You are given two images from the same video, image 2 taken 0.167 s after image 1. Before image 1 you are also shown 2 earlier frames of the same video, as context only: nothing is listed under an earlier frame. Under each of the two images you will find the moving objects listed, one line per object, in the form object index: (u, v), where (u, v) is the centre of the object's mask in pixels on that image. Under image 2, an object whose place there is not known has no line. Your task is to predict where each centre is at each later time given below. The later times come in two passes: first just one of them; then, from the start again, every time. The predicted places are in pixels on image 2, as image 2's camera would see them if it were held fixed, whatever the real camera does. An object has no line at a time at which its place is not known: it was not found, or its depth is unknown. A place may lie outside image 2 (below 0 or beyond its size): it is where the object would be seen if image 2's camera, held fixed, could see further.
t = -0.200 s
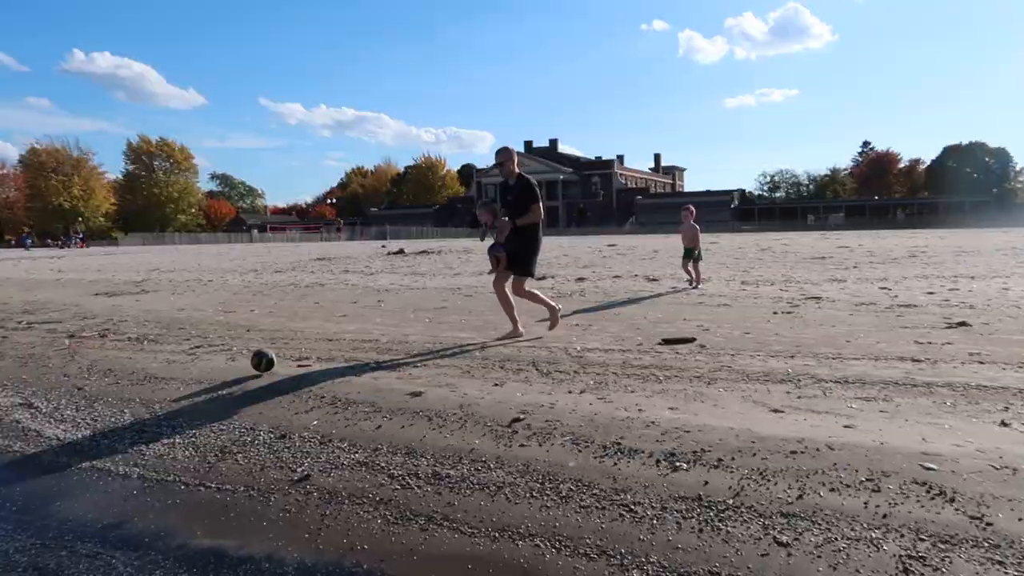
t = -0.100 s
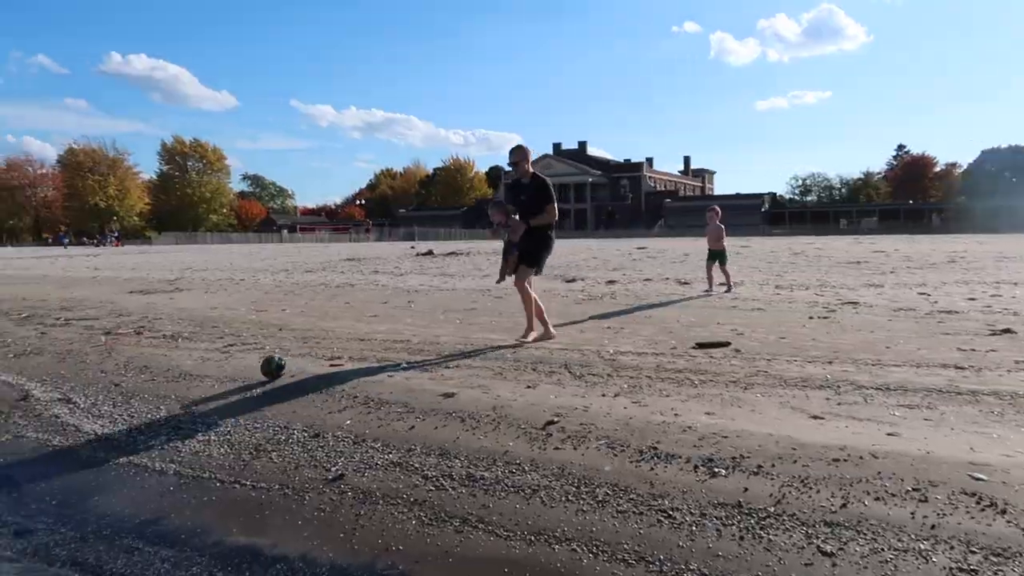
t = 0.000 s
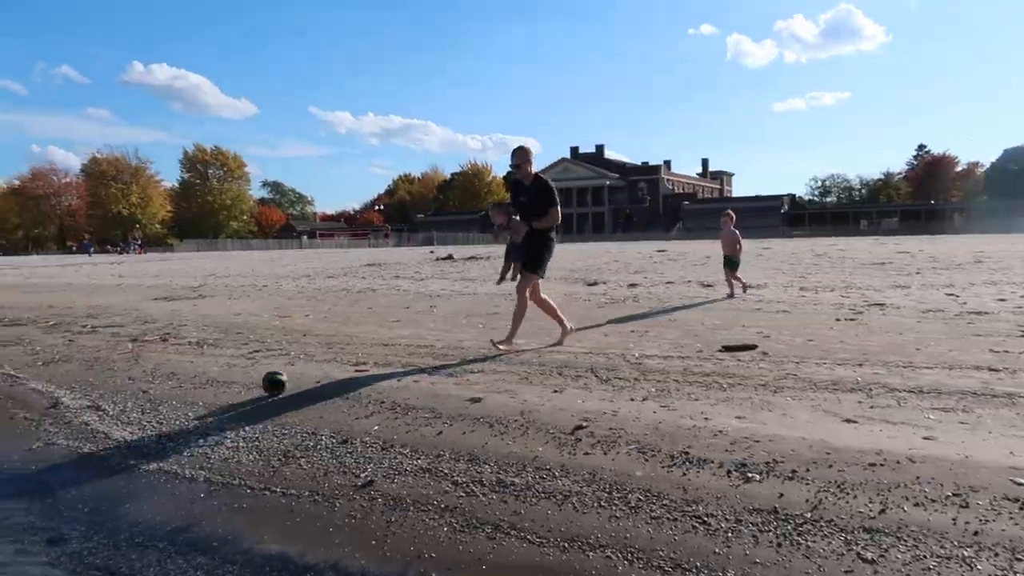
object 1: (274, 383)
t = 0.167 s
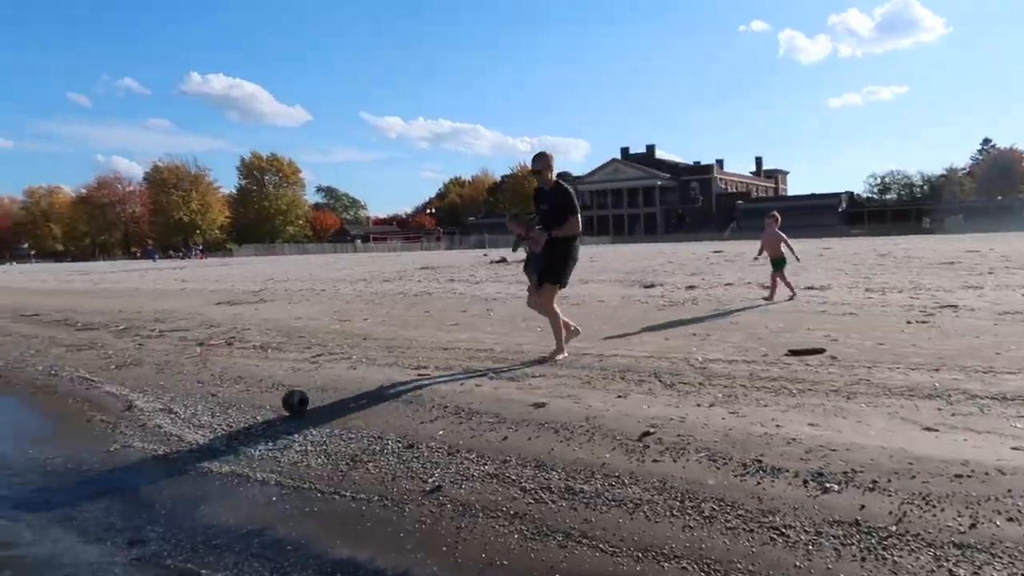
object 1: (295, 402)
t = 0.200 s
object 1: (286, 406)
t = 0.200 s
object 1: (286, 406)
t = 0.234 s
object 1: (277, 408)
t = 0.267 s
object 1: (267, 411)
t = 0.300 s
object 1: (257, 414)
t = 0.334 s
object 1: (248, 415)
